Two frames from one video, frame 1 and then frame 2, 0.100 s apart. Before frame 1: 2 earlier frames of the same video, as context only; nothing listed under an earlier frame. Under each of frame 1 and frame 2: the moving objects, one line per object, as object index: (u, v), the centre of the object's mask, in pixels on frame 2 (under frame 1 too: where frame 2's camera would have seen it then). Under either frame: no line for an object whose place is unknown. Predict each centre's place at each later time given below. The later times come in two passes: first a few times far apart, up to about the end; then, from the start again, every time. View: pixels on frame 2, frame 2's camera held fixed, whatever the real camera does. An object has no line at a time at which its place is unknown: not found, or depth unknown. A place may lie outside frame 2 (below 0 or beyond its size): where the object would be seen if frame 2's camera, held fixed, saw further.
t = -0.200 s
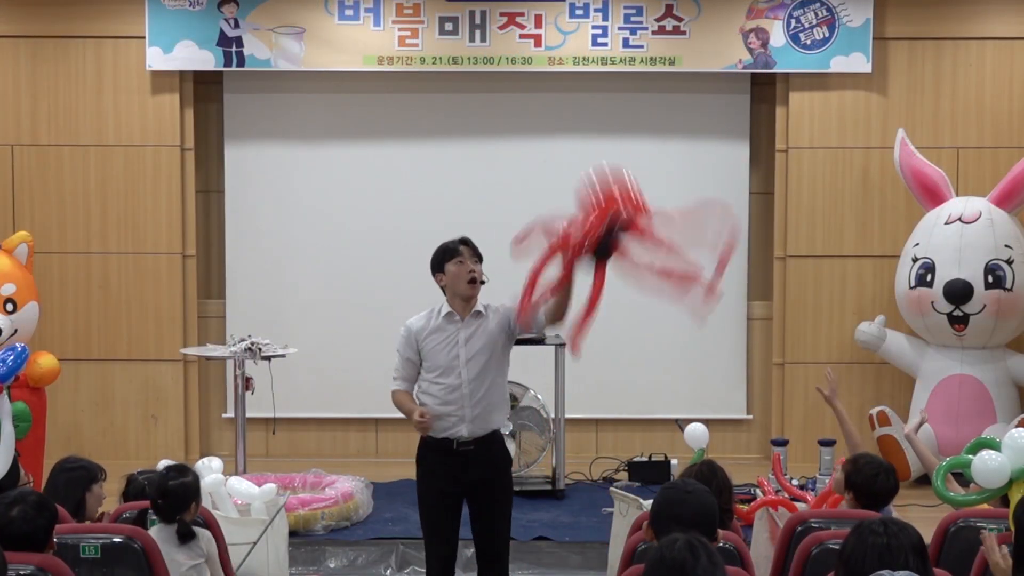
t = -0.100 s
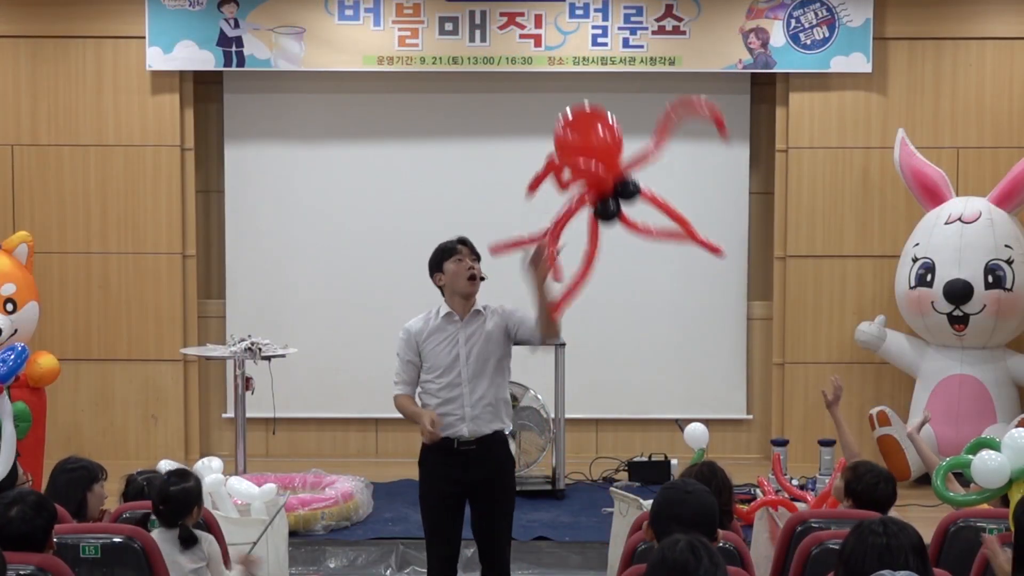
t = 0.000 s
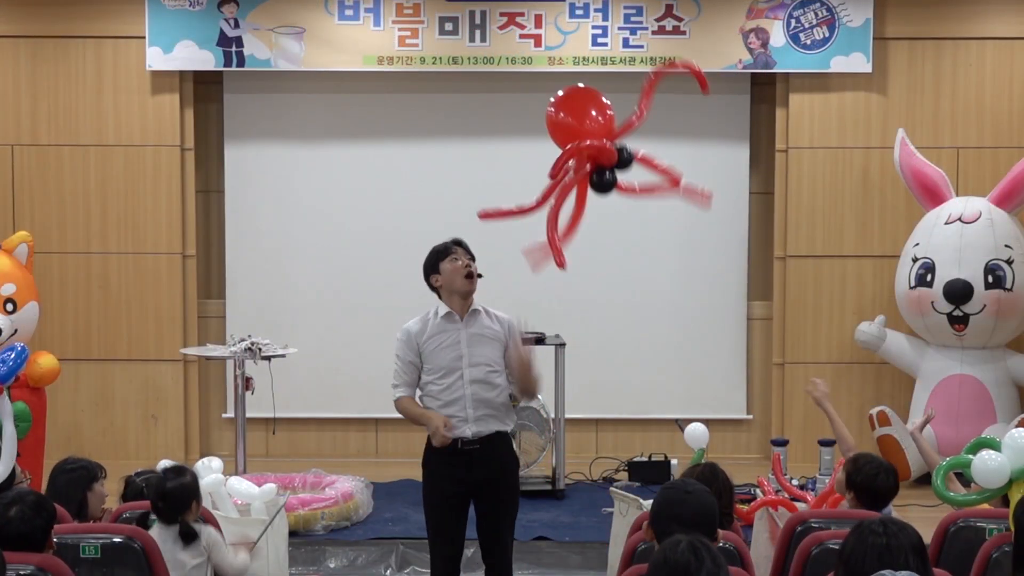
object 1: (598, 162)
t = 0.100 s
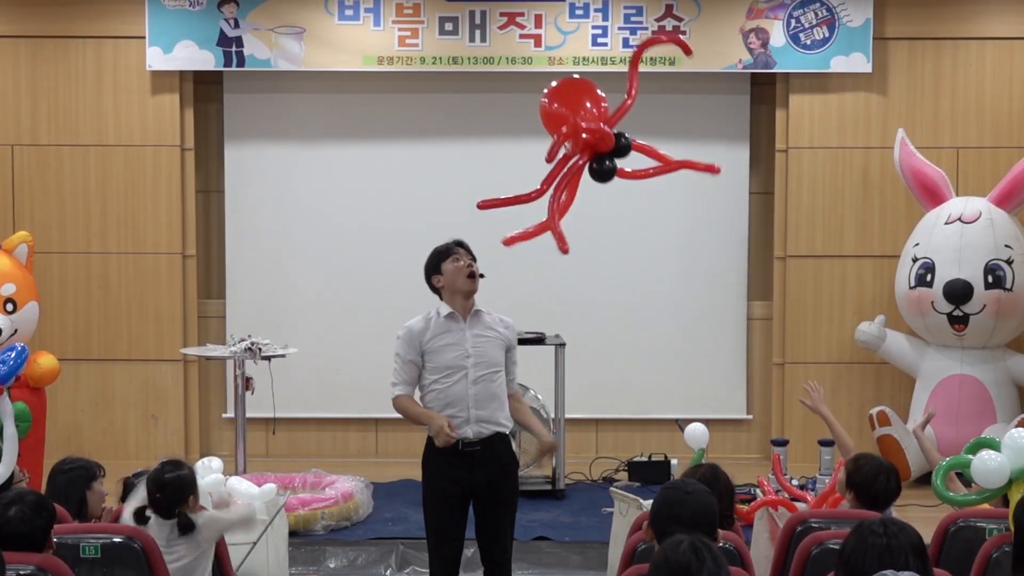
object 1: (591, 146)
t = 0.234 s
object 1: (587, 142)
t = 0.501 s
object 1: (582, 155)
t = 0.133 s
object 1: (590, 144)
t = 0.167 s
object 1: (589, 143)
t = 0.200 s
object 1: (588, 142)
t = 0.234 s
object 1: (587, 142)
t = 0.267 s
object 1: (586, 142)
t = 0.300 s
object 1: (585, 143)
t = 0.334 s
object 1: (584, 144)
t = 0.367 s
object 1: (583, 146)
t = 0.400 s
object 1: (583, 148)
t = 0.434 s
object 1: (582, 150)
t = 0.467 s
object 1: (582, 153)
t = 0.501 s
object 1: (582, 155)
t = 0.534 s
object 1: (581, 158)
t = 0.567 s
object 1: (579, 162)
